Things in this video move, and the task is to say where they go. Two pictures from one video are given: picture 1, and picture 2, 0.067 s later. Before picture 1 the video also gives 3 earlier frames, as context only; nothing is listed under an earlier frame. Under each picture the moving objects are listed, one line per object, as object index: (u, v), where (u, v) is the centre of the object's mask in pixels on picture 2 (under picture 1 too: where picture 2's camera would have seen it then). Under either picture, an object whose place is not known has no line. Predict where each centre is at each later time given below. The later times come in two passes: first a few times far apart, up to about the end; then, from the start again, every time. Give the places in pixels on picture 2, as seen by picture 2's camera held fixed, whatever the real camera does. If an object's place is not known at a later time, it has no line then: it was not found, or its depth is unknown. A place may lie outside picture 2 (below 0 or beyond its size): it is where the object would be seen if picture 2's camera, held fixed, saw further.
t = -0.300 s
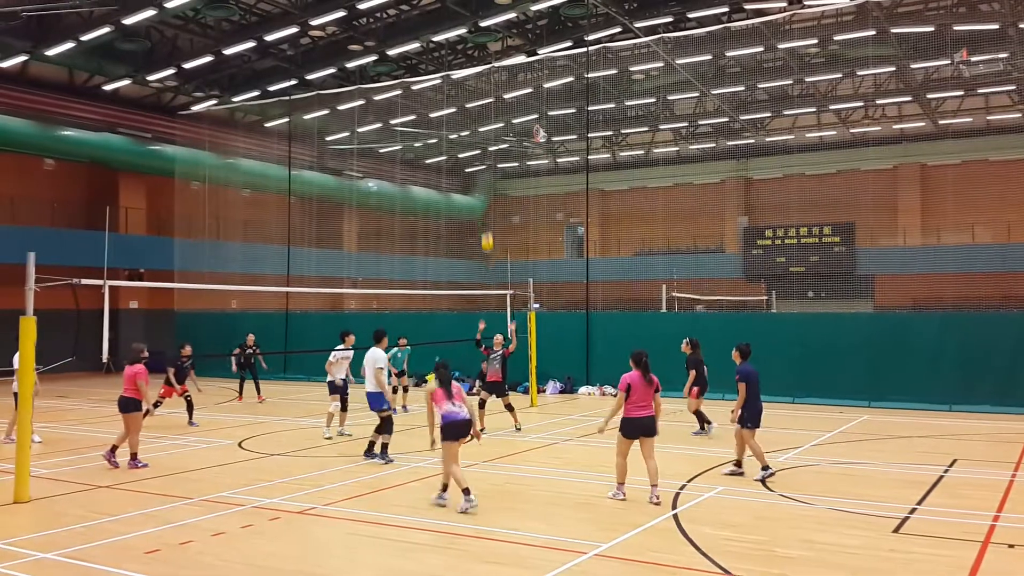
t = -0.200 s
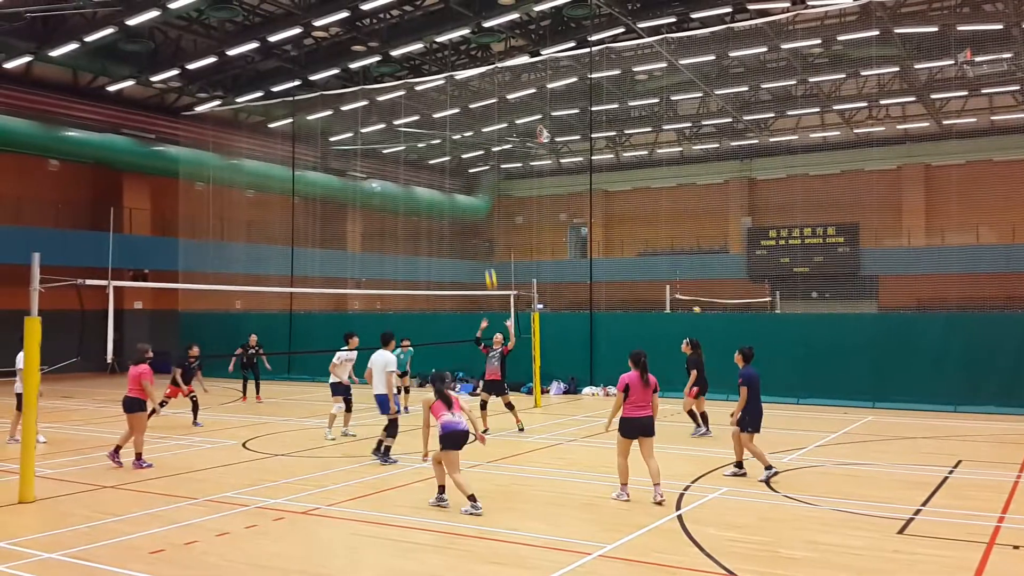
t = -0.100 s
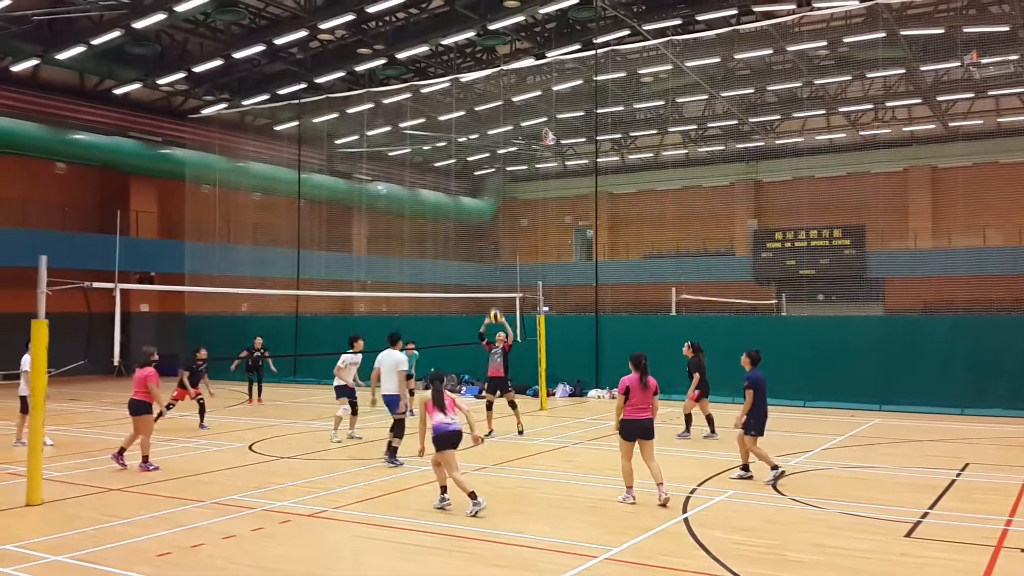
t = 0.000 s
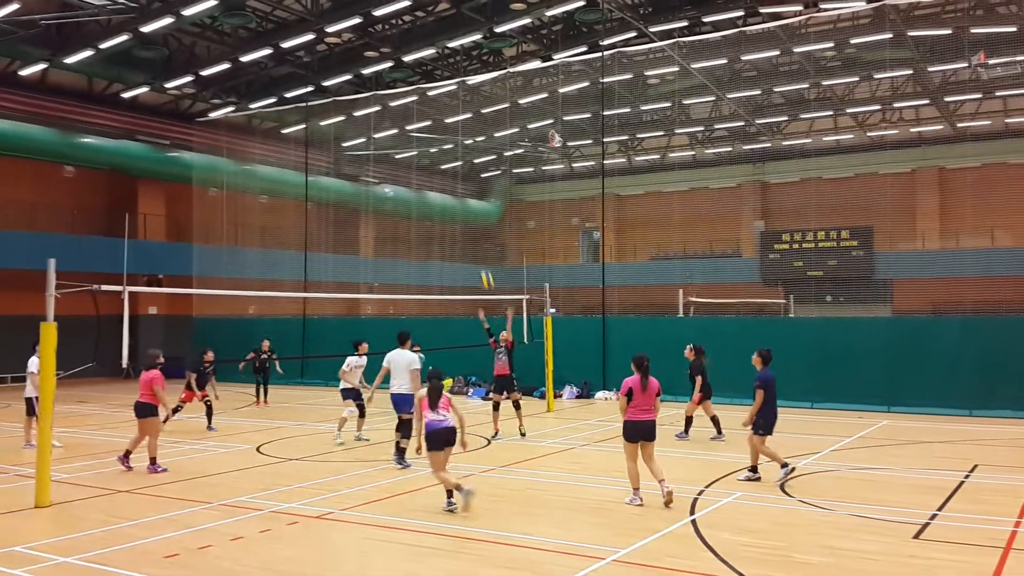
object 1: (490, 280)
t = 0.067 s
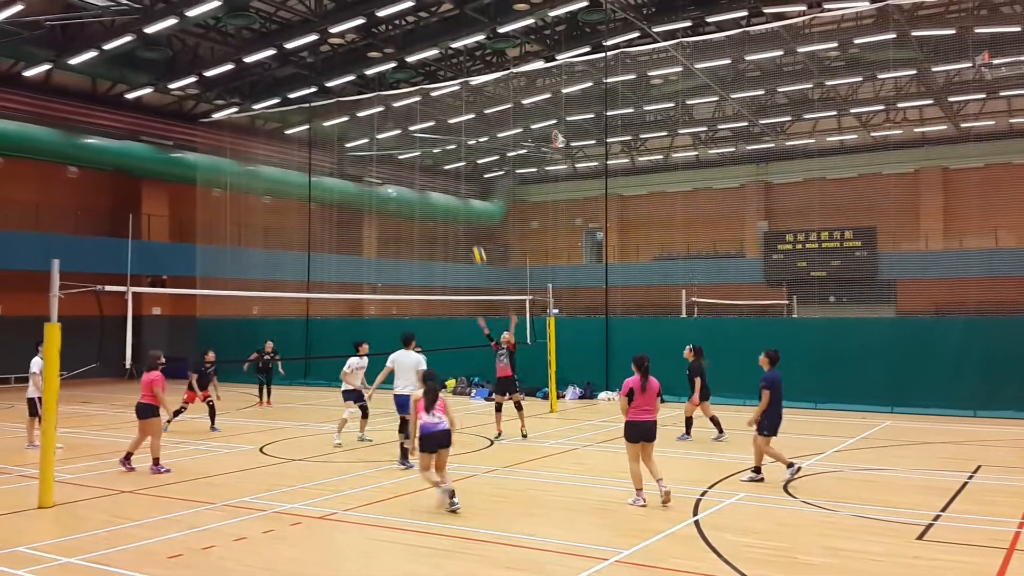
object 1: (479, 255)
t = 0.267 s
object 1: (447, 196)
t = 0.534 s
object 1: (404, 153)
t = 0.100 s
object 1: (474, 244)
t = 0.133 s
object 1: (468, 234)
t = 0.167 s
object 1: (463, 224)
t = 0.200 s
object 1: (458, 214)
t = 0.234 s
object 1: (453, 205)
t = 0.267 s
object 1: (447, 196)
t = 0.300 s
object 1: (442, 189)
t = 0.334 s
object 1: (437, 182)
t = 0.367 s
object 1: (431, 176)
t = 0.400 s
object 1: (426, 169)
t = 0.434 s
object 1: (421, 164)
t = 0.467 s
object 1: (416, 160)
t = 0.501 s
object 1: (410, 156)
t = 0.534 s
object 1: (404, 153)
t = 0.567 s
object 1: (398, 150)
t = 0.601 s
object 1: (392, 149)
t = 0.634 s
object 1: (387, 148)
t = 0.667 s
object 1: (381, 147)
